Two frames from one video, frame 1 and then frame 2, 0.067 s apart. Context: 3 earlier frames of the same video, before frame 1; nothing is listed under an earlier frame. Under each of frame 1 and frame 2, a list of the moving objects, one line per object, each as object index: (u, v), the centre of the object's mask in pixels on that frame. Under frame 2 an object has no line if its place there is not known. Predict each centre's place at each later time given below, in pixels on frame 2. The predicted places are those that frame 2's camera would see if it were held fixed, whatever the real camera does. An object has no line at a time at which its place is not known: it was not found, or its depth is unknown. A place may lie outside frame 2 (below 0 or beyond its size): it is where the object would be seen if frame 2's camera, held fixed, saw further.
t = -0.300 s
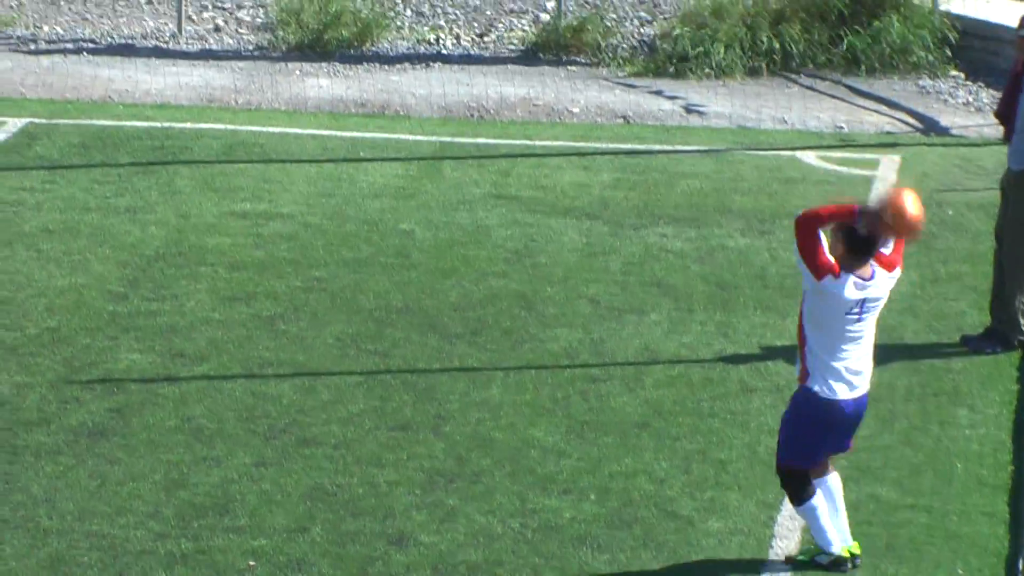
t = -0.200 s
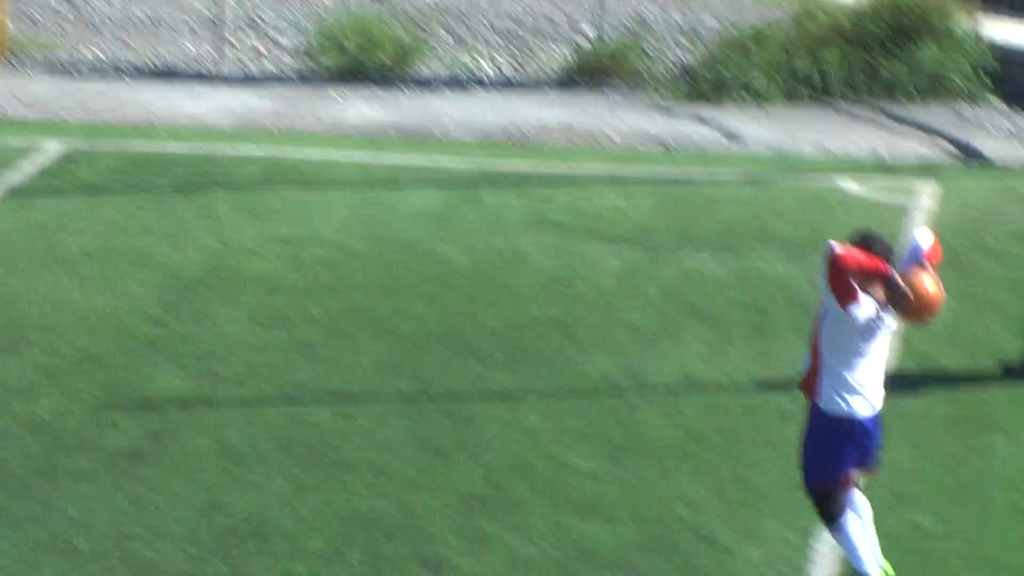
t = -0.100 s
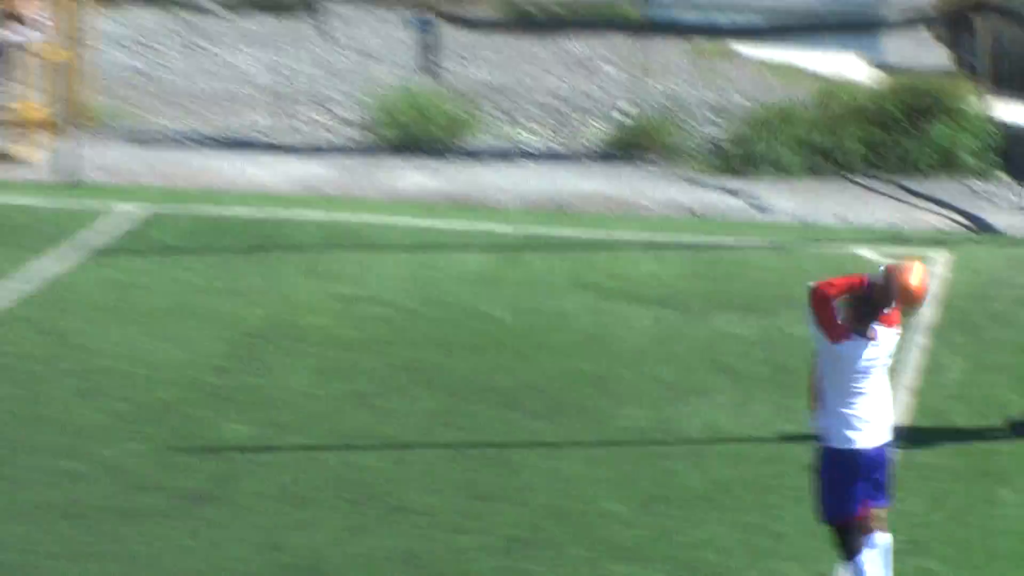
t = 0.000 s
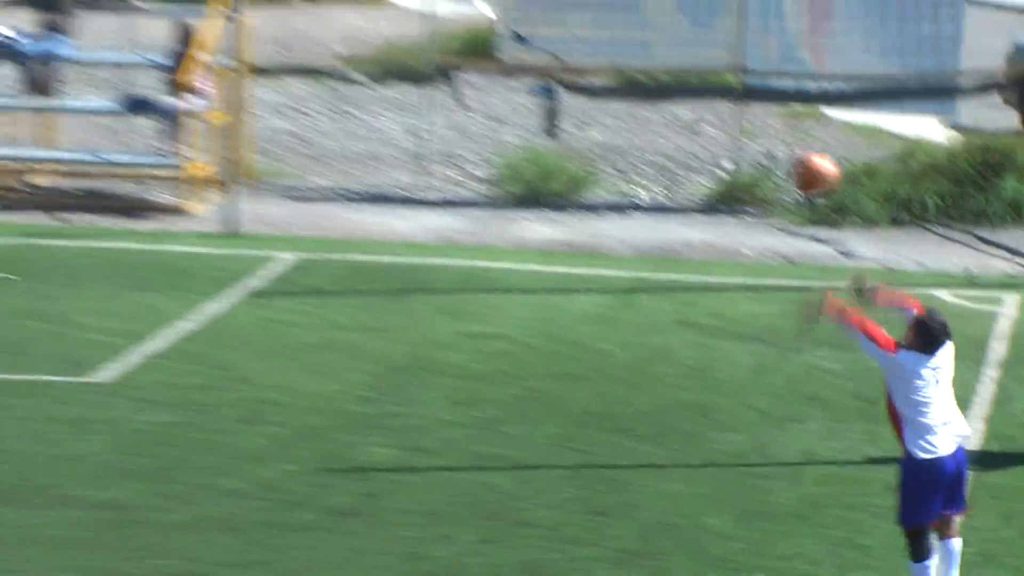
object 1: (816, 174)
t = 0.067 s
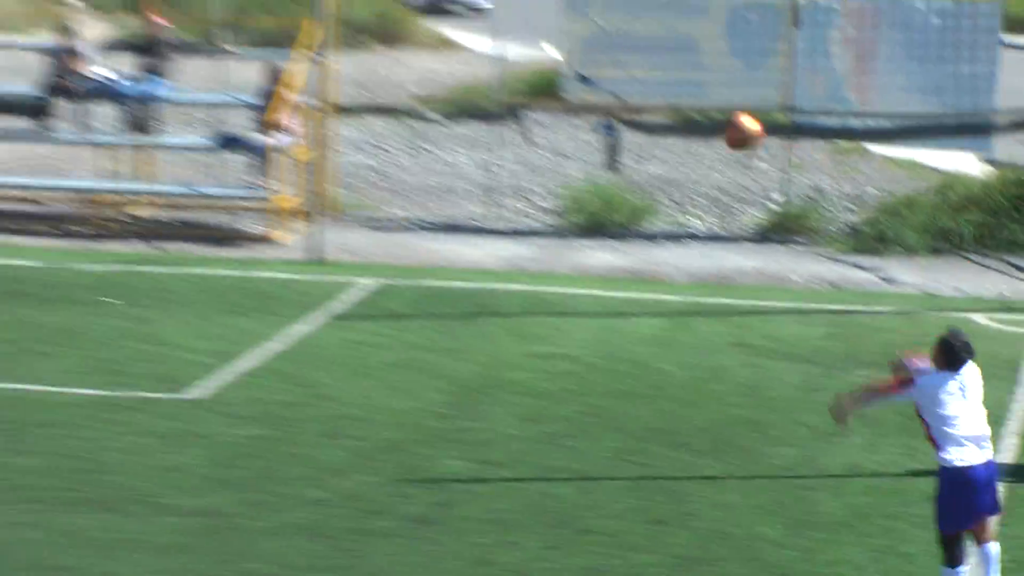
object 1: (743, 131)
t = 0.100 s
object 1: (688, 106)
